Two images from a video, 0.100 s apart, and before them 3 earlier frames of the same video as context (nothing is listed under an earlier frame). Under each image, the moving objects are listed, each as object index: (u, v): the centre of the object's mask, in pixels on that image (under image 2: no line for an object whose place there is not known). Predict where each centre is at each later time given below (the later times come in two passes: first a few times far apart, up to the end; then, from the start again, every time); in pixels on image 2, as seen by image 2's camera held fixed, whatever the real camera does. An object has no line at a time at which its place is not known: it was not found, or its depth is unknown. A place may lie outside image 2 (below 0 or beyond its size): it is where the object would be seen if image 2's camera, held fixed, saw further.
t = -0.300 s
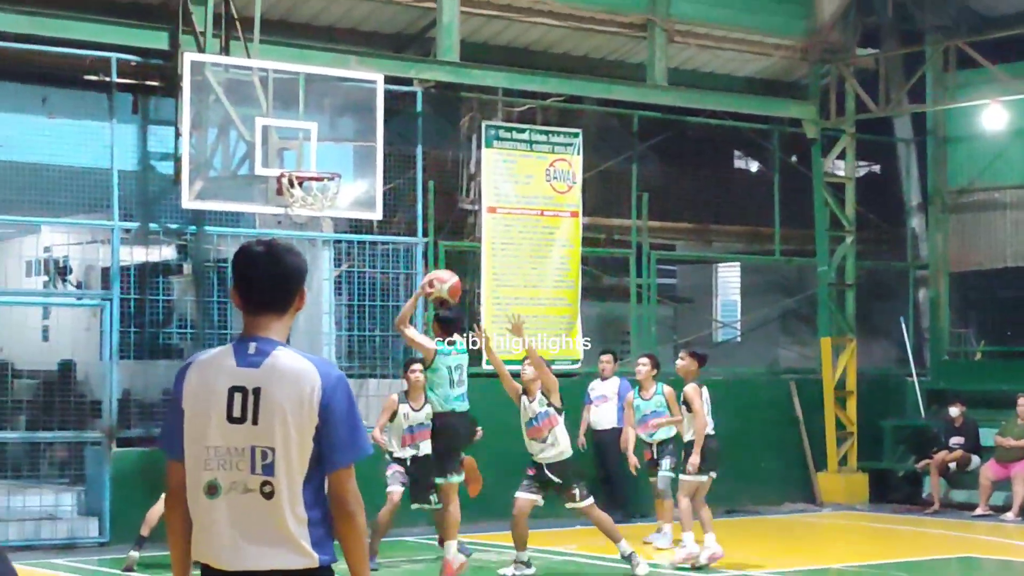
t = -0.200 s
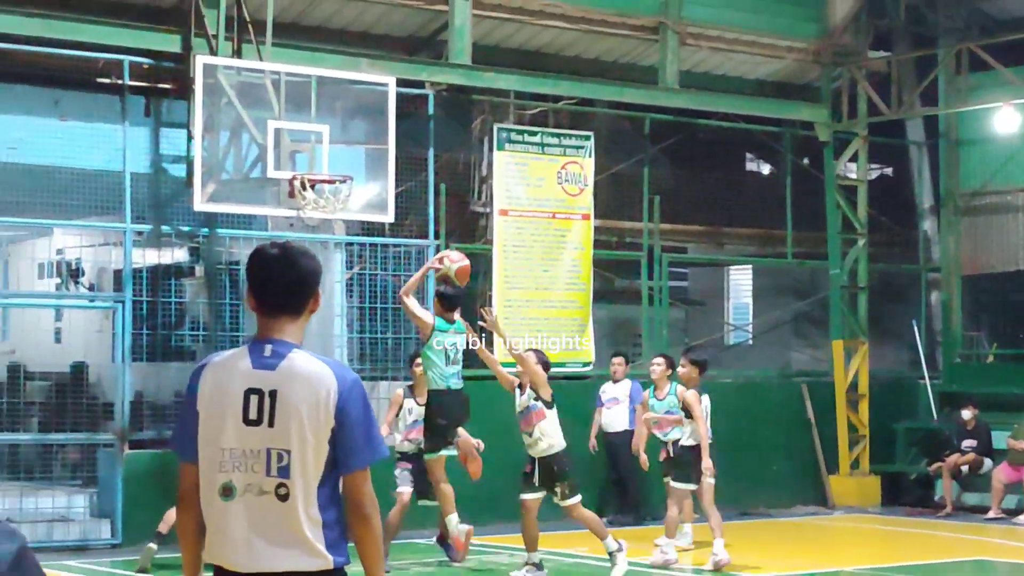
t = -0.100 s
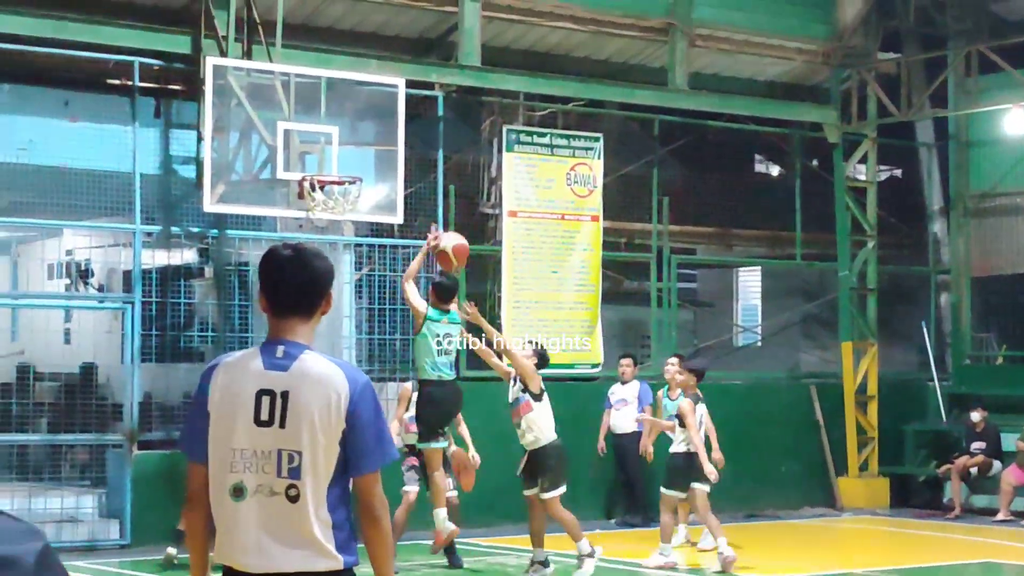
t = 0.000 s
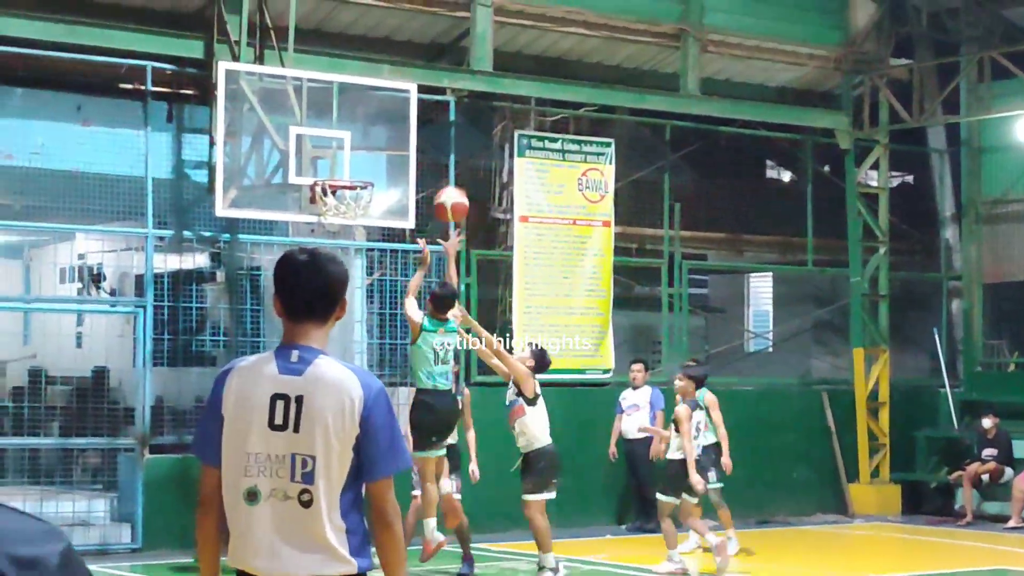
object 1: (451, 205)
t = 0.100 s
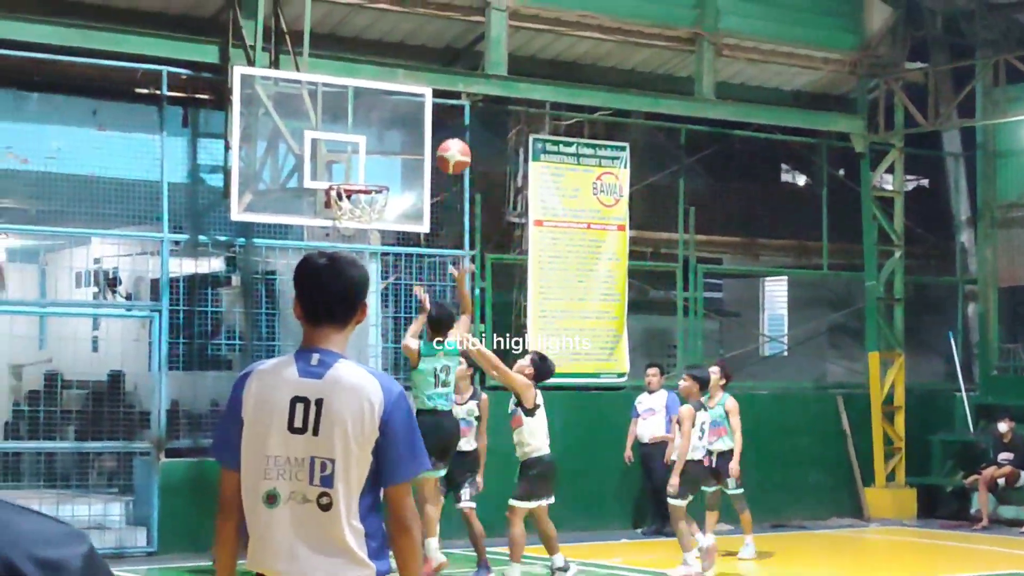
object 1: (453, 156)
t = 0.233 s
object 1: (439, 110)
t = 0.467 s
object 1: (412, 89)
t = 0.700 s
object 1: (388, 137)
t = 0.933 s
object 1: (350, 190)
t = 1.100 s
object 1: (356, 205)
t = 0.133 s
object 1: (450, 143)
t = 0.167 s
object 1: (446, 130)
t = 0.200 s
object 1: (442, 120)
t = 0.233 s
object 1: (439, 110)
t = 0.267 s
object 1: (435, 103)
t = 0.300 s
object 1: (431, 97)
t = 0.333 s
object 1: (427, 93)
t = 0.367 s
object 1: (423, 90)
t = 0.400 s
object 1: (420, 88)
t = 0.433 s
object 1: (416, 88)
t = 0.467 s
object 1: (412, 89)
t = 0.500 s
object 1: (410, 92)
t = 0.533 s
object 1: (405, 97)
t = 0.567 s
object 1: (402, 103)
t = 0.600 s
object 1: (398, 109)
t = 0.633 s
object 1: (394, 117)
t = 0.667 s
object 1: (391, 126)
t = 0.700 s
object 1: (388, 137)
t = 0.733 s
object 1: (385, 149)
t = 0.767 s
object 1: (381, 161)
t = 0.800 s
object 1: (378, 175)
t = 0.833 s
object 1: (371, 179)
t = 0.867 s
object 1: (364, 186)
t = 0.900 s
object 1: (358, 187)
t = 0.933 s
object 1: (350, 190)
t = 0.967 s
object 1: (347, 191)
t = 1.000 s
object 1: (347, 196)
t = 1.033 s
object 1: (348, 199)
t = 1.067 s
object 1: (352, 203)
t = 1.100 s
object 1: (356, 205)
